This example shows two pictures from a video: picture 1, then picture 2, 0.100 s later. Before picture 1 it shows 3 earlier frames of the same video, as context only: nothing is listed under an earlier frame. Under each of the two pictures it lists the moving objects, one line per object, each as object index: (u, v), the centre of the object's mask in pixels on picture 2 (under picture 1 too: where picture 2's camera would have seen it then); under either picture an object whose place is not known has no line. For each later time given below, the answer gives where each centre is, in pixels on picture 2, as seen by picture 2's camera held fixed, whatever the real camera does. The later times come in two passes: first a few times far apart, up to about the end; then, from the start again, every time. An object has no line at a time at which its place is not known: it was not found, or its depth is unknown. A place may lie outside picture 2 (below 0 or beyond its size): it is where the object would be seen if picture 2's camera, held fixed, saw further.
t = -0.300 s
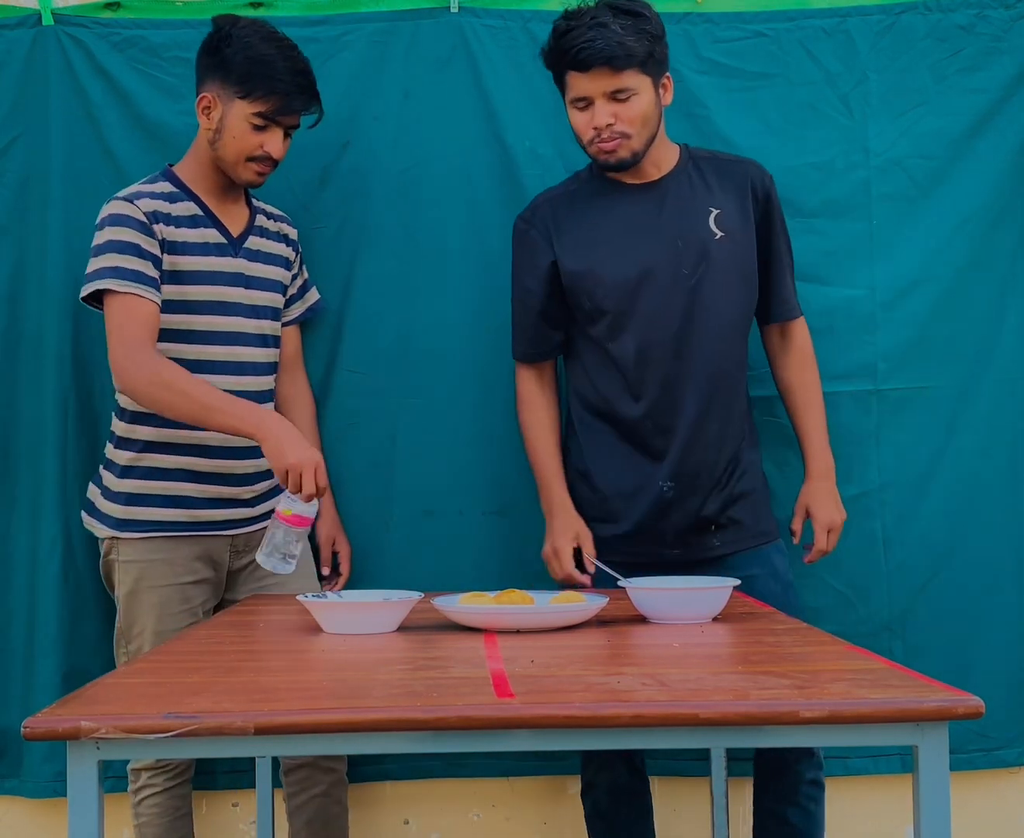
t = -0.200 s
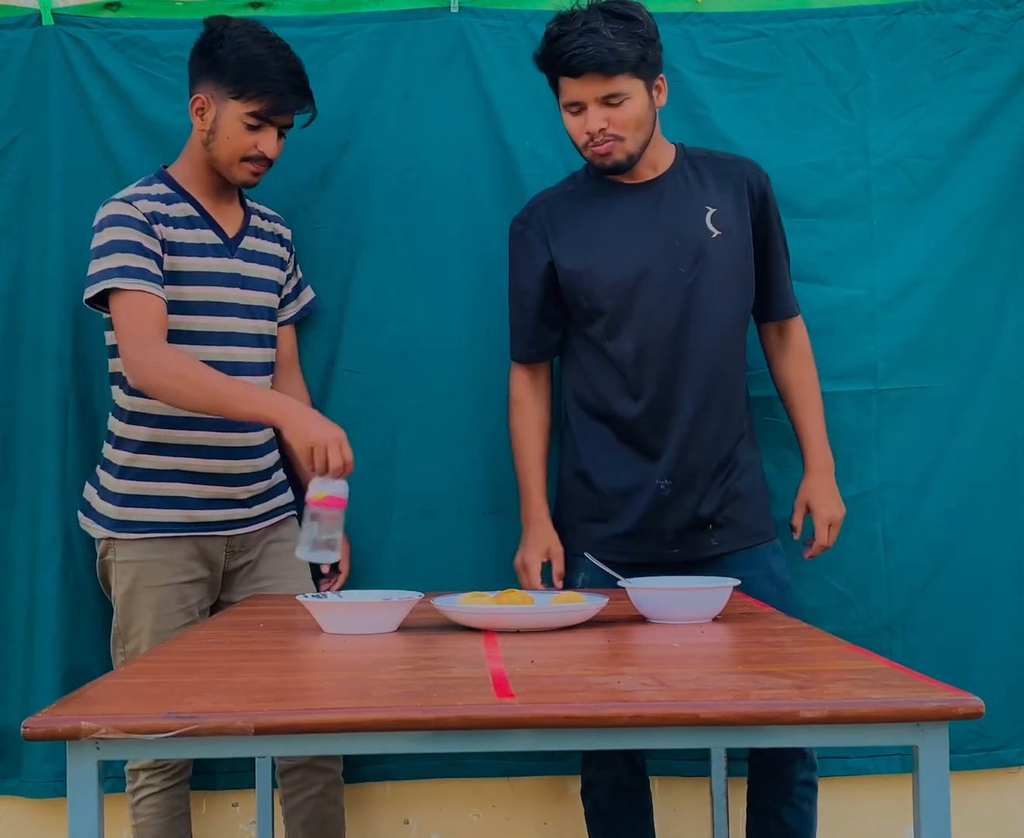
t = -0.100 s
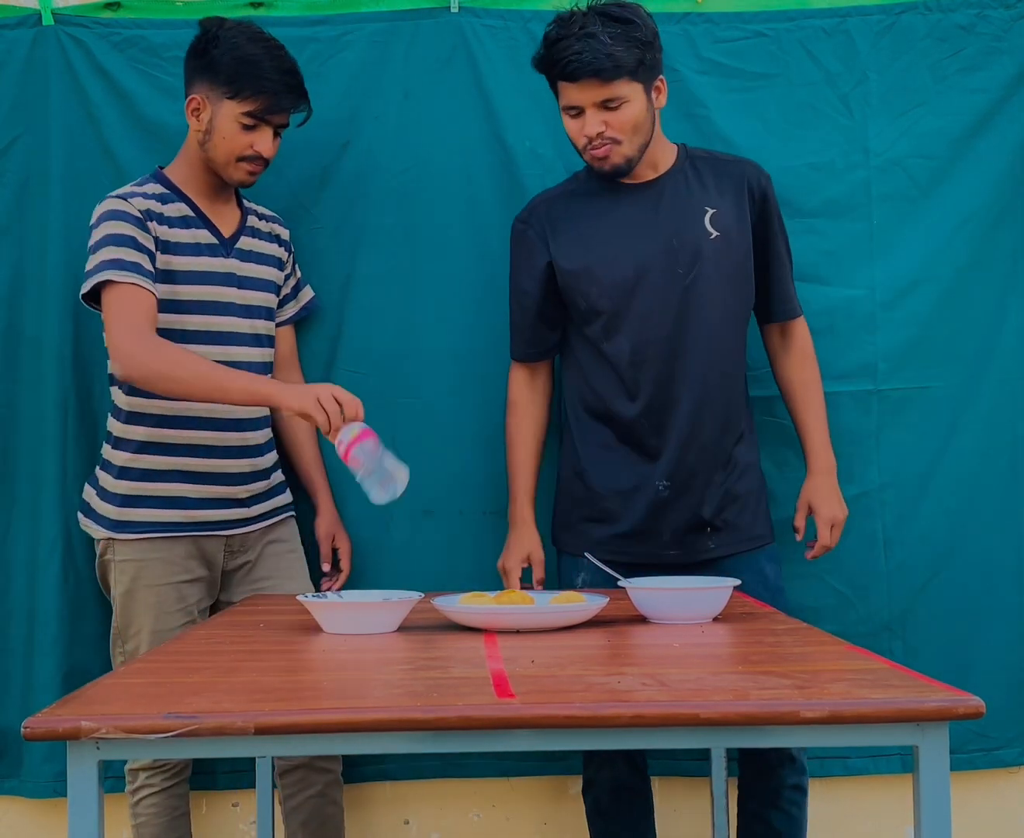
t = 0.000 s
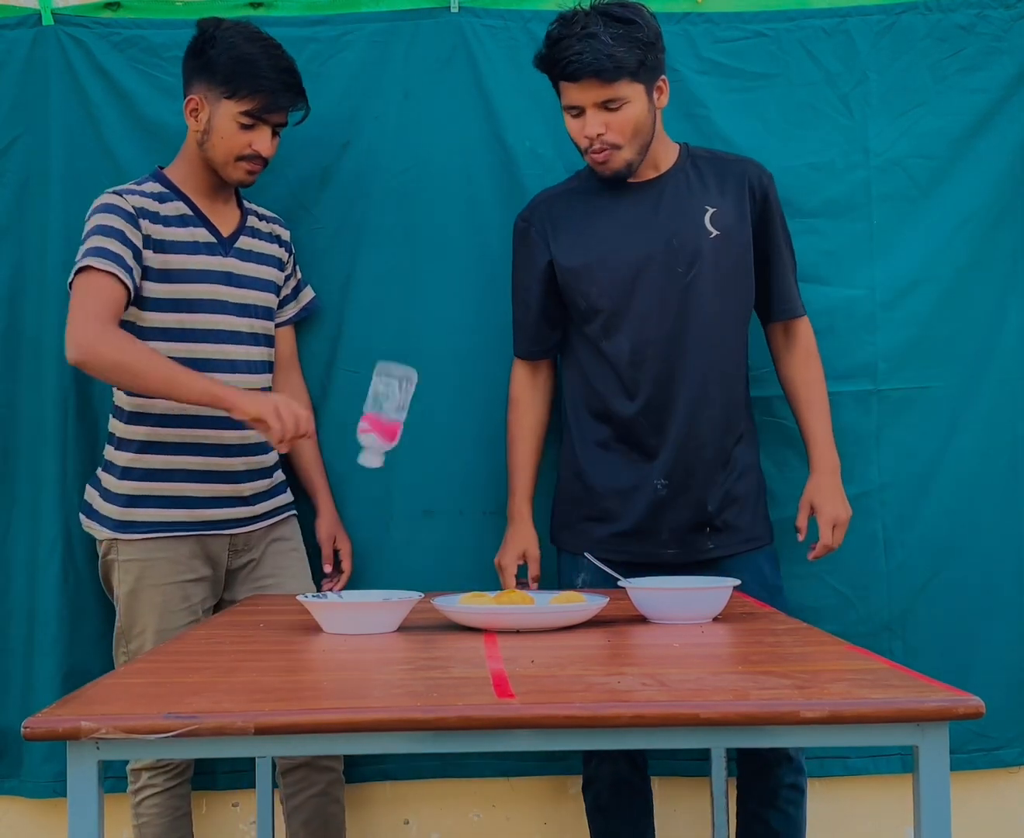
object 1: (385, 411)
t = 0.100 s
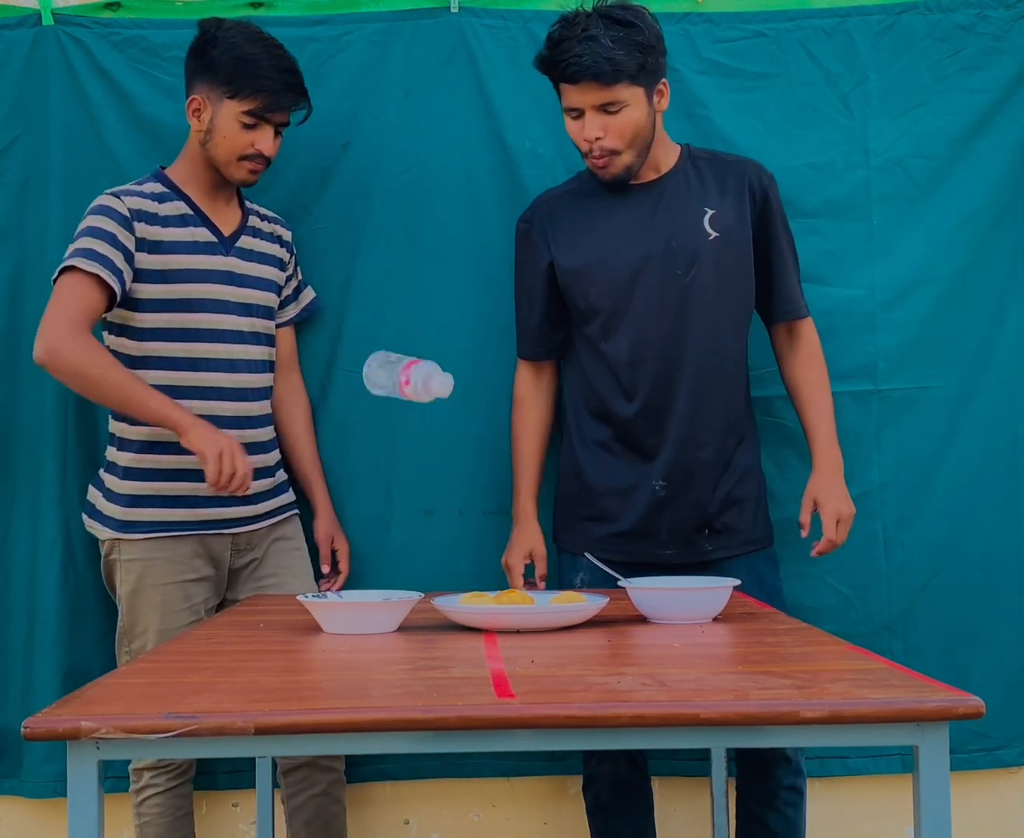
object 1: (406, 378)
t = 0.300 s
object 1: (421, 535)
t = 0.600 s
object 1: (401, 567)
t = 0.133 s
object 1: (408, 383)
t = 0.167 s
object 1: (411, 397)
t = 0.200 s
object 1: (413, 419)
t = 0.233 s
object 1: (416, 450)
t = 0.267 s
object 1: (419, 488)
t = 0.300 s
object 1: (421, 535)
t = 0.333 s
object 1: (423, 547)
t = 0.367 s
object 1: (423, 550)
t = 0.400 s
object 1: (421, 550)
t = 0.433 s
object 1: (420, 551)
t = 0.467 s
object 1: (417, 552)
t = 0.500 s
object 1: (414, 553)
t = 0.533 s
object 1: (410, 555)
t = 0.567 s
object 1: (406, 559)
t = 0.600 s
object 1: (401, 567)
